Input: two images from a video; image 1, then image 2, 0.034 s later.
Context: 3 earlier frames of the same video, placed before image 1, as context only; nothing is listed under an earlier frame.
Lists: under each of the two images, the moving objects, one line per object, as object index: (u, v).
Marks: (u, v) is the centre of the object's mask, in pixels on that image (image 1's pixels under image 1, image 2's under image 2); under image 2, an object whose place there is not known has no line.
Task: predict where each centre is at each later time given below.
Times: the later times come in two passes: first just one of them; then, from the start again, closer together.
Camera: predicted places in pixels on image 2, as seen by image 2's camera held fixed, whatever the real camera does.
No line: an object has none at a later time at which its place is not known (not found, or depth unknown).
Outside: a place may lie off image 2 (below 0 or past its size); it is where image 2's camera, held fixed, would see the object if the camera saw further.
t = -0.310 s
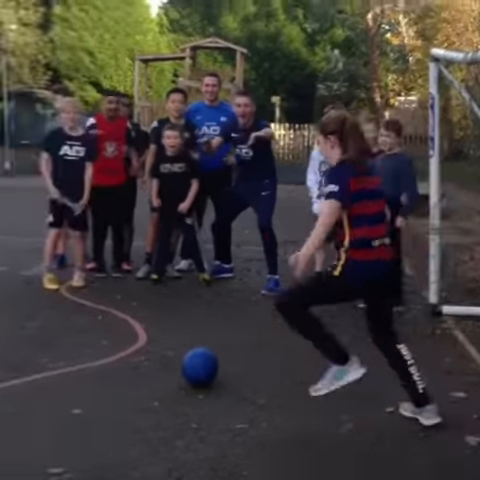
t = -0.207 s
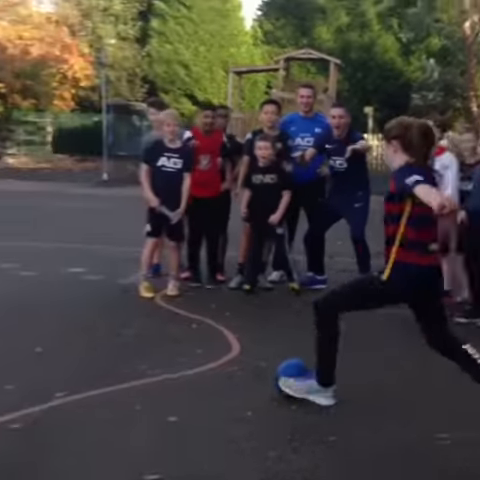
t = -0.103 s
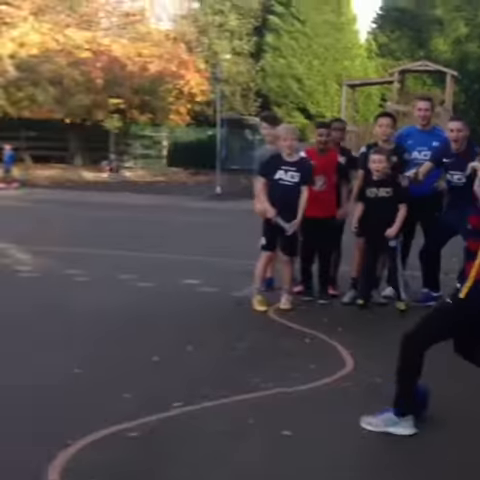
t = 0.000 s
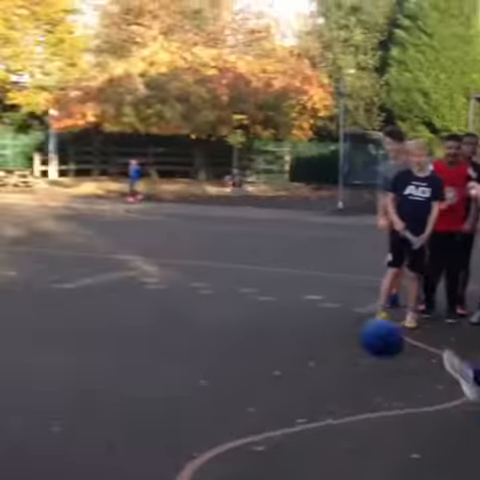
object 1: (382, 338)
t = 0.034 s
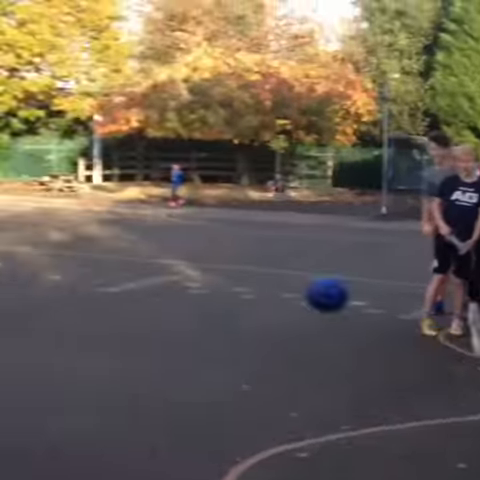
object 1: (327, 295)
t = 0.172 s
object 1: (18, 147)
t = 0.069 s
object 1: (238, 250)
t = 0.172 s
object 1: (18, 147)
